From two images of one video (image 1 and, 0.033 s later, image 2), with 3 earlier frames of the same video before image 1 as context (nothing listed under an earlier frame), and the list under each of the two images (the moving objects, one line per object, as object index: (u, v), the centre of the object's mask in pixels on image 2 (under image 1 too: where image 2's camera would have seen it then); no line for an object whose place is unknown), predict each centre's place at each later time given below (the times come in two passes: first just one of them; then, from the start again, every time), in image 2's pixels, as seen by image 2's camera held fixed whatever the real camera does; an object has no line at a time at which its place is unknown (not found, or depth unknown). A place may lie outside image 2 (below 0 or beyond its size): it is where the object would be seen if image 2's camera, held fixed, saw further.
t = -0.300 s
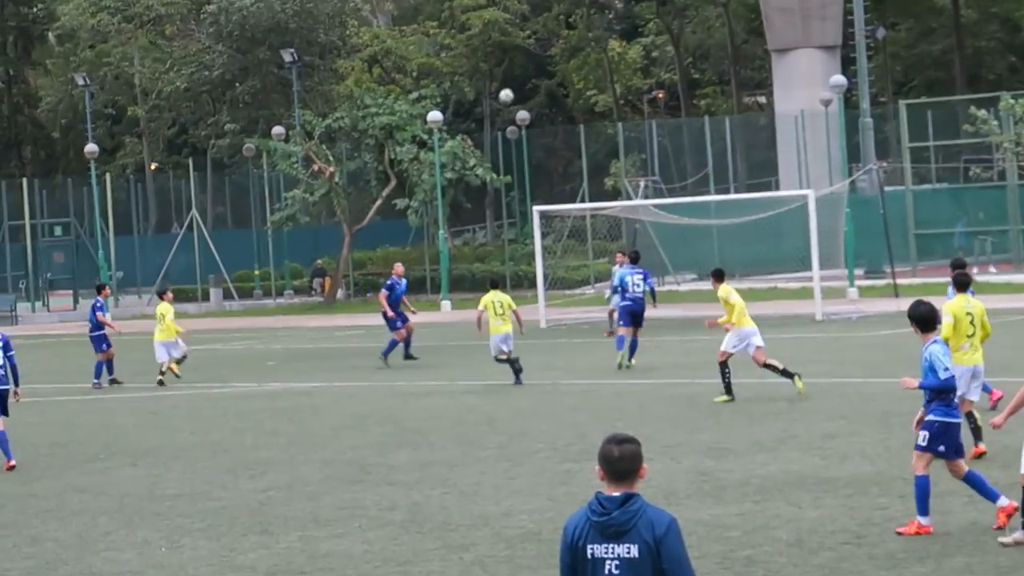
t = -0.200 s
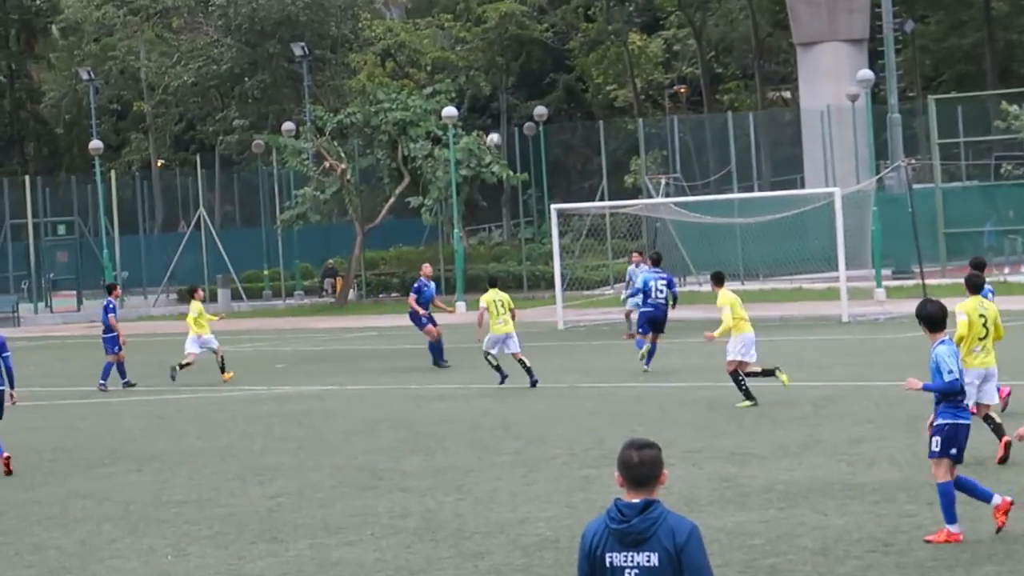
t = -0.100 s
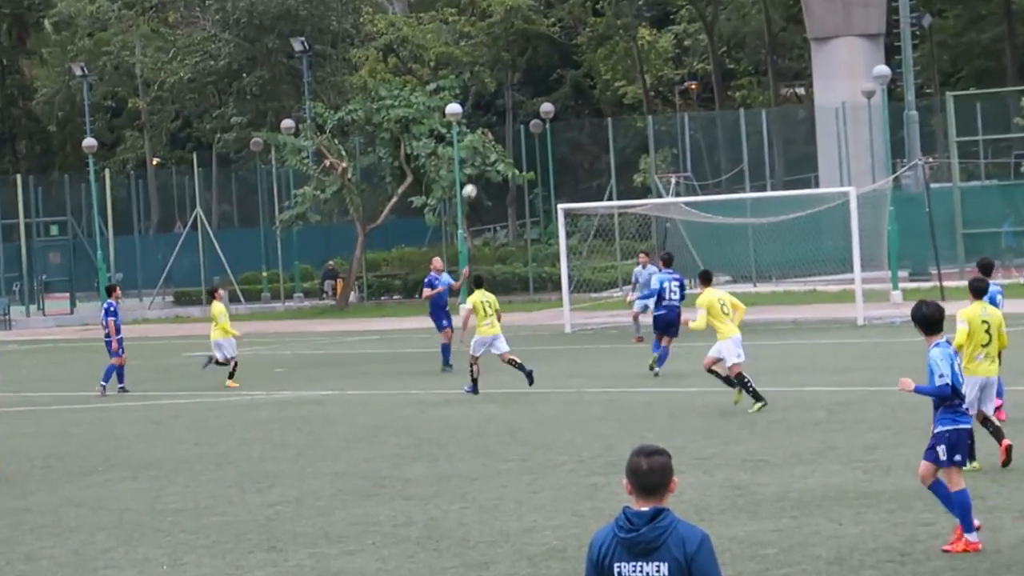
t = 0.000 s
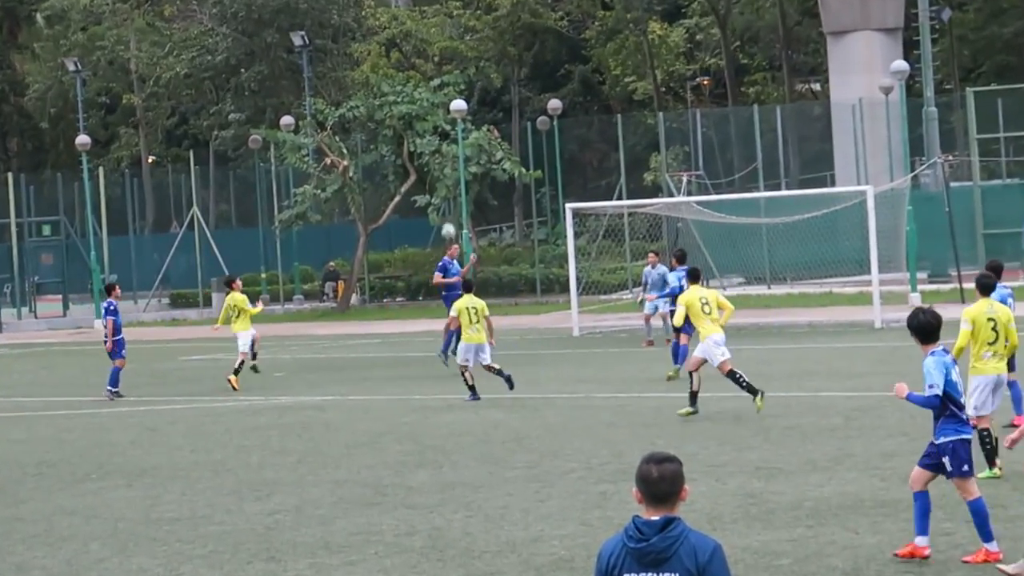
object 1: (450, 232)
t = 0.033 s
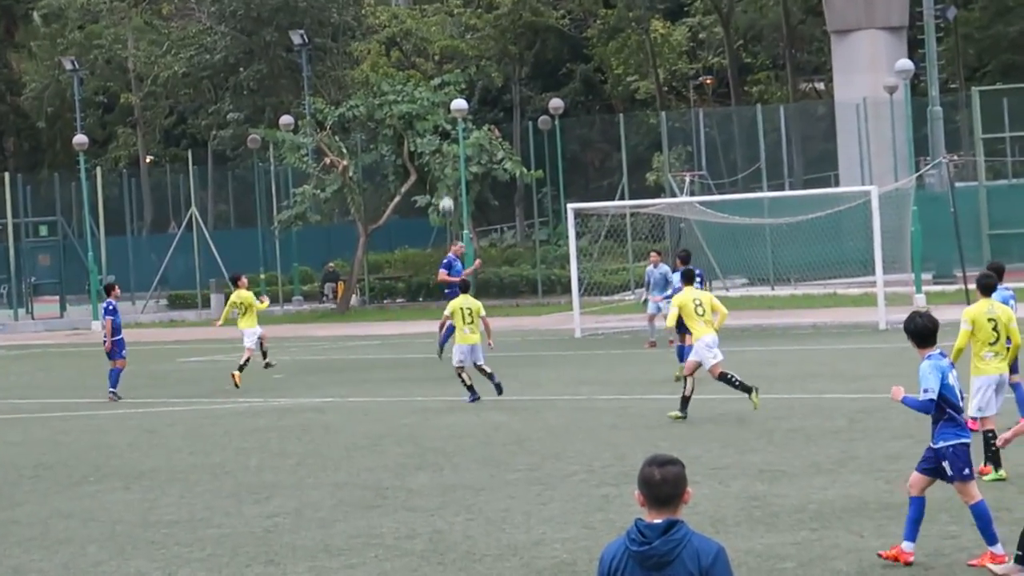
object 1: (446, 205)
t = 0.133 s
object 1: (436, 125)
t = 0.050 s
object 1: (444, 190)
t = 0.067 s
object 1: (442, 175)
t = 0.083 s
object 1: (439, 162)
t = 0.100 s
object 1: (439, 149)
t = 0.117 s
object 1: (438, 136)
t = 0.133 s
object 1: (436, 125)
